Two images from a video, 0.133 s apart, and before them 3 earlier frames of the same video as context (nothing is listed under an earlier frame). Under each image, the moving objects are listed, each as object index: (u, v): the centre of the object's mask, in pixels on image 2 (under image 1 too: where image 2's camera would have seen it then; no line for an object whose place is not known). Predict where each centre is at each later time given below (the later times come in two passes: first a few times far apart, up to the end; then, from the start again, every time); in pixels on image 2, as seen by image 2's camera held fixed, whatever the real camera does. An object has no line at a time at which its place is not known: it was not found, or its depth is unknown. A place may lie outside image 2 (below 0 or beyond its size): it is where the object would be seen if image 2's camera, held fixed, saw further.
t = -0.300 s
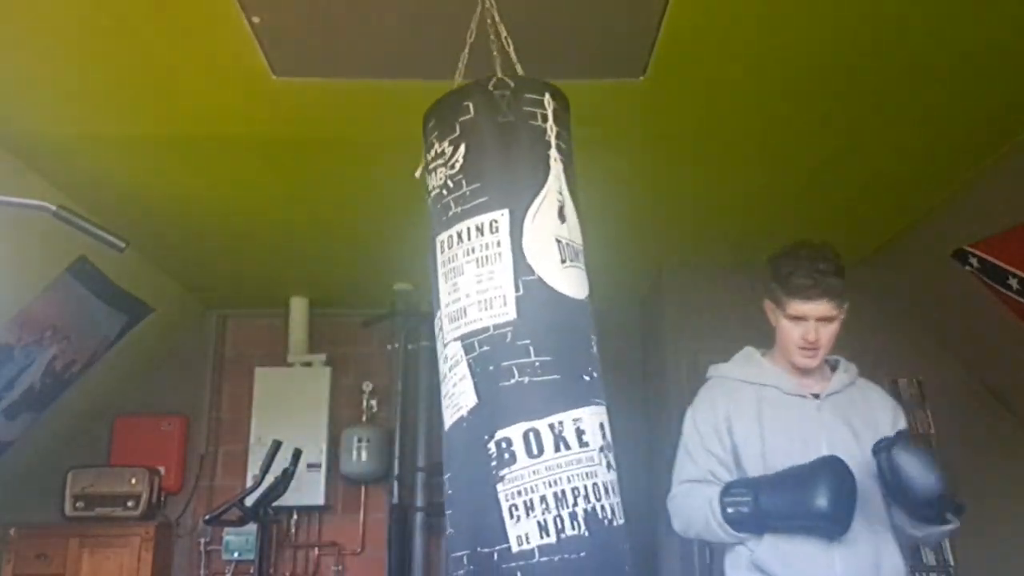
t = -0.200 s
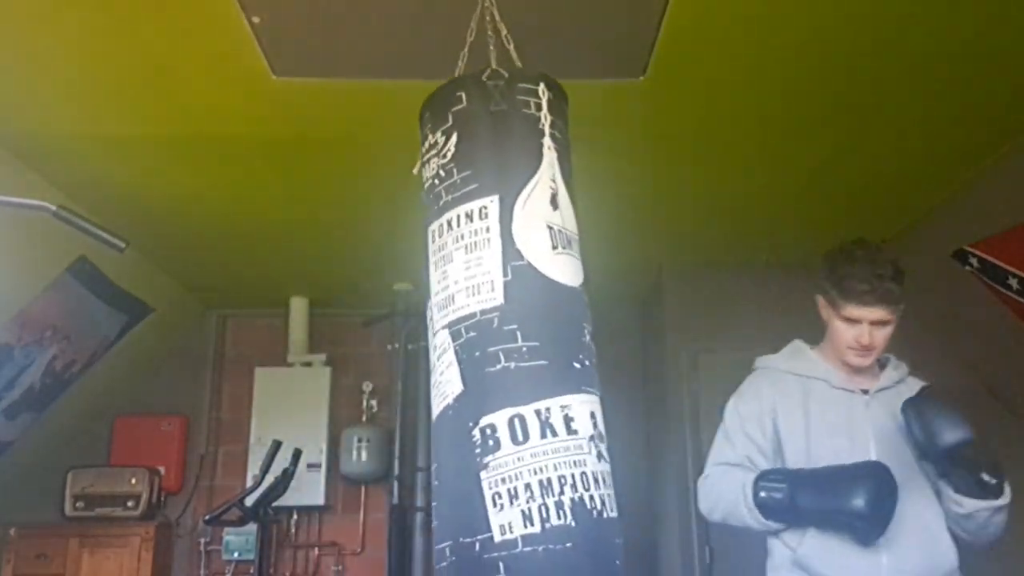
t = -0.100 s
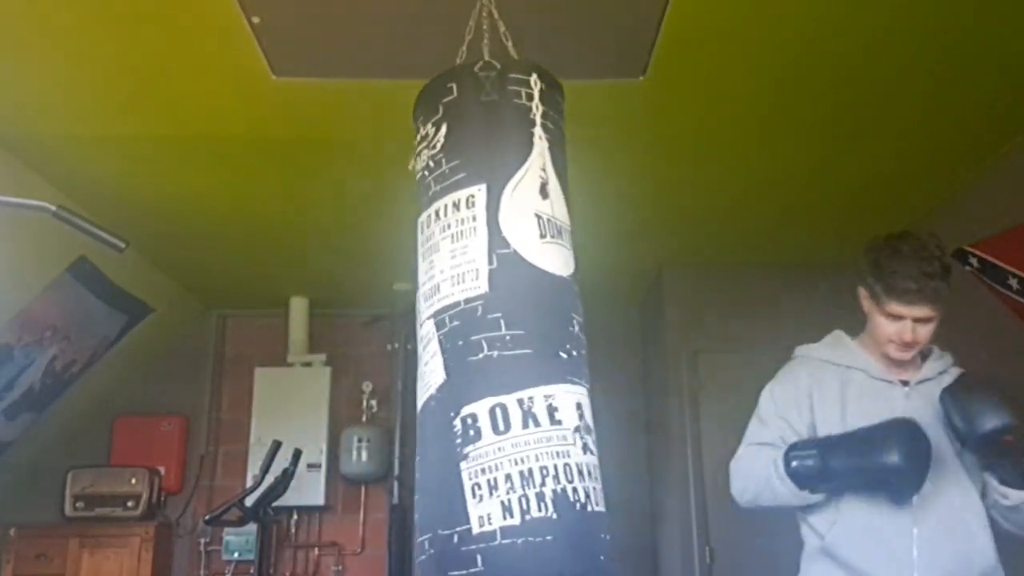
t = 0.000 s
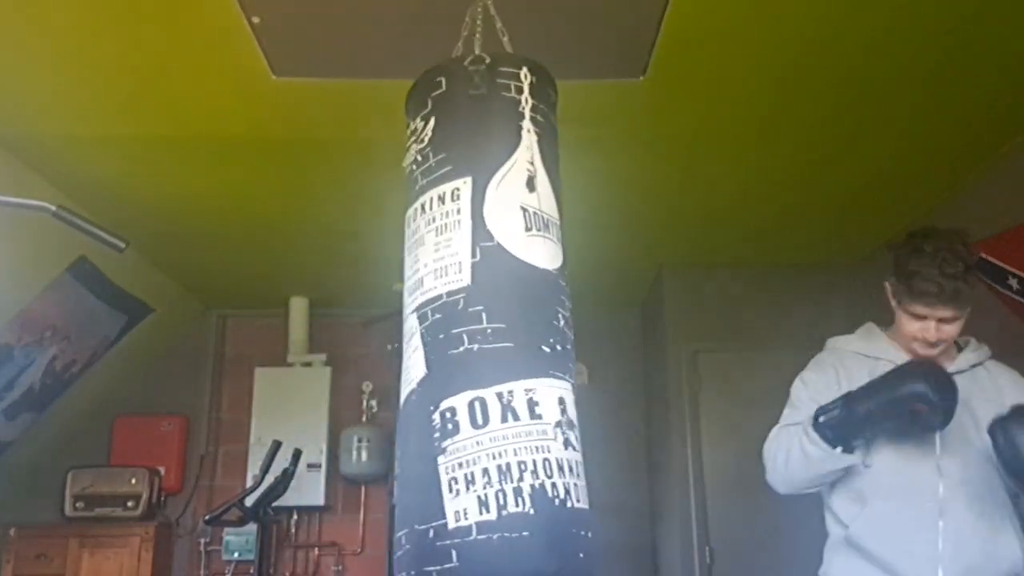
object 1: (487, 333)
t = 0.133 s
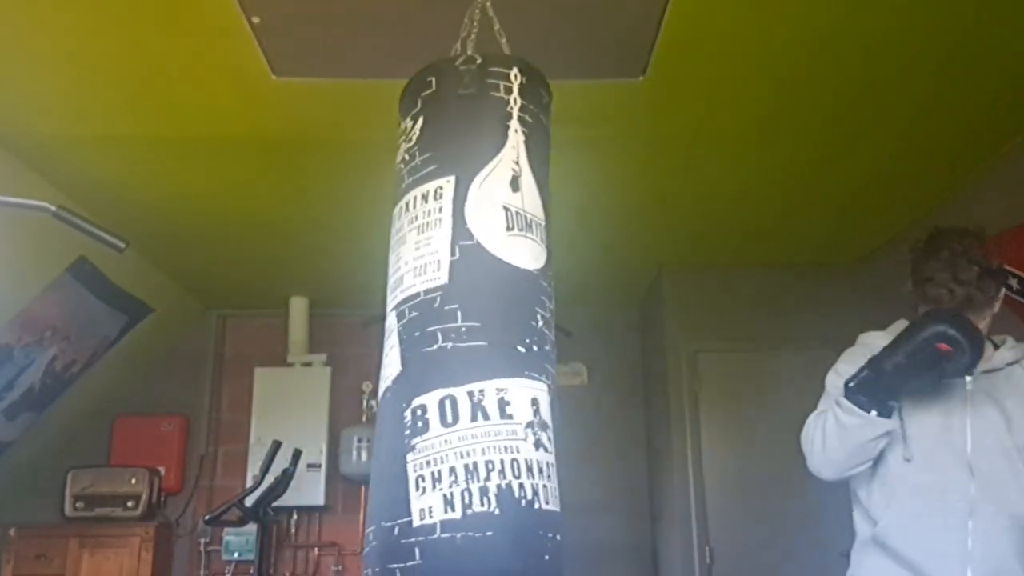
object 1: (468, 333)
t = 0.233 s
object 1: (459, 332)
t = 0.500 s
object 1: (444, 343)
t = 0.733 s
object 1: (451, 351)
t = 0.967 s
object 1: (470, 353)
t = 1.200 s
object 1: (494, 354)
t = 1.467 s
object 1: (513, 351)
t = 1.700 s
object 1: (518, 346)
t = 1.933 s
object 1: (505, 339)
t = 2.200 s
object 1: (470, 334)
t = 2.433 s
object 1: (448, 337)
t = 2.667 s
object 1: (445, 345)
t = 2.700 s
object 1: (447, 347)
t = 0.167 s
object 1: (465, 333)
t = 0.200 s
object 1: (460, 333)
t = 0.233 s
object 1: (459, 332)
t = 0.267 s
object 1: (457, 333)
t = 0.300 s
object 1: (454, 334)
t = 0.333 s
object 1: (451, 334)
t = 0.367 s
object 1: (448, 336)
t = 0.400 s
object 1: (447, 338)
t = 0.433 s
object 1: (445, 340)
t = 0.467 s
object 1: (444, 341)
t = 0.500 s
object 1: (444, 343)
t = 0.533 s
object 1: (445, 345)
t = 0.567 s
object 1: (445, 346)
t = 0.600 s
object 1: (445, 344)
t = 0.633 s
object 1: (446, 346)
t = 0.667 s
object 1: (446, 347)
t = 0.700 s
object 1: (449, 350)
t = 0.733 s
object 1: (451, 351)
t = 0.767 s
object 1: (453, 351)
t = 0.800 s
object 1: (456, 351)
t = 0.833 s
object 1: (458, 351)
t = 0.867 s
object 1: (461, 351)
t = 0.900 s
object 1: (464, 351)
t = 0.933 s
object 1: (467, 352)
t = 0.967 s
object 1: (470, 353)
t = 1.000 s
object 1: (473, 353)
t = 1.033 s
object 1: (477, 353)
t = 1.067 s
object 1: (481, 354)
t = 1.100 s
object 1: (485, 354)
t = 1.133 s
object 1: (488, 354)
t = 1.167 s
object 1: (491, 354)
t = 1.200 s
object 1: (494, 354)
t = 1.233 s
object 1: (498, 353)
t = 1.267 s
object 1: (501, 353)
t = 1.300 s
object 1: (503, 353)
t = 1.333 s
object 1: (505, 353)
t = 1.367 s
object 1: (507, 353)
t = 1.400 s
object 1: (509, 352)
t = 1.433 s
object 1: (511, 352)
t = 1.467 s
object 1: (513, 351)
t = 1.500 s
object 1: (514, 350)
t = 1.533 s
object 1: (518, 349)
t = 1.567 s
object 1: (518, 348)
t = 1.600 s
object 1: (518, 347)
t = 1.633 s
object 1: (518, 347)
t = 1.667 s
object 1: (518, 346)
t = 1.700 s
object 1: (518, 346)
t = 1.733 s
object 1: (517, 344)
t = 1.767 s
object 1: (517, 343)
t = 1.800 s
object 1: (514, 342)
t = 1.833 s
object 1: (513, 341)
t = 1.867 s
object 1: (510, 341)
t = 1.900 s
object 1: (507, 340)
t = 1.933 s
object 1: (505, 339)
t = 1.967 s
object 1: (501, 337)
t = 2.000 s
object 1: (497, 337)
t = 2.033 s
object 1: (493, 336)
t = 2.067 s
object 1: (488, 336)
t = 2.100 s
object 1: (484, 335)
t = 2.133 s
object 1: (480, 335)
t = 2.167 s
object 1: (475, 334)
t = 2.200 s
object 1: (470, 334)
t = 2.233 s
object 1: (466, 334)
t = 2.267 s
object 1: (463, 333)
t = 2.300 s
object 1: (459, 333)
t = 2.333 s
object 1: (456, 334)
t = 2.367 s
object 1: (453, 335)
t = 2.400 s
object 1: (450, 335)
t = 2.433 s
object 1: (448, 337)
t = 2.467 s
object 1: (447, 338)
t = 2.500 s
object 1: (446, 339)
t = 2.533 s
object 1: (445, 340)
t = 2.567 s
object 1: (444, 341)
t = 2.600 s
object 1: (444, 342)
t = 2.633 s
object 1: (445, 344)
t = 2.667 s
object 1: (445, 345)
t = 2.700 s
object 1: (447, 347)
